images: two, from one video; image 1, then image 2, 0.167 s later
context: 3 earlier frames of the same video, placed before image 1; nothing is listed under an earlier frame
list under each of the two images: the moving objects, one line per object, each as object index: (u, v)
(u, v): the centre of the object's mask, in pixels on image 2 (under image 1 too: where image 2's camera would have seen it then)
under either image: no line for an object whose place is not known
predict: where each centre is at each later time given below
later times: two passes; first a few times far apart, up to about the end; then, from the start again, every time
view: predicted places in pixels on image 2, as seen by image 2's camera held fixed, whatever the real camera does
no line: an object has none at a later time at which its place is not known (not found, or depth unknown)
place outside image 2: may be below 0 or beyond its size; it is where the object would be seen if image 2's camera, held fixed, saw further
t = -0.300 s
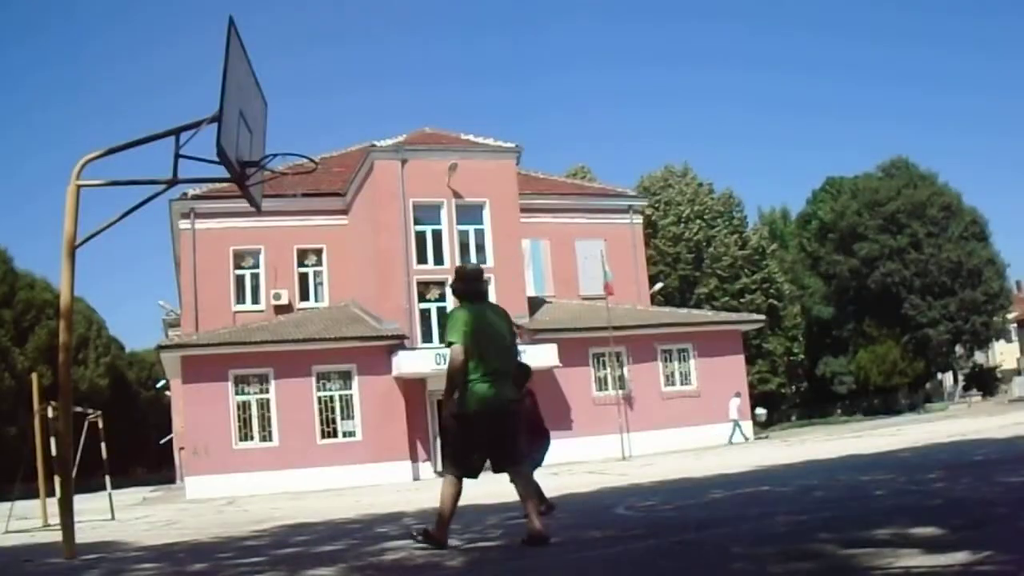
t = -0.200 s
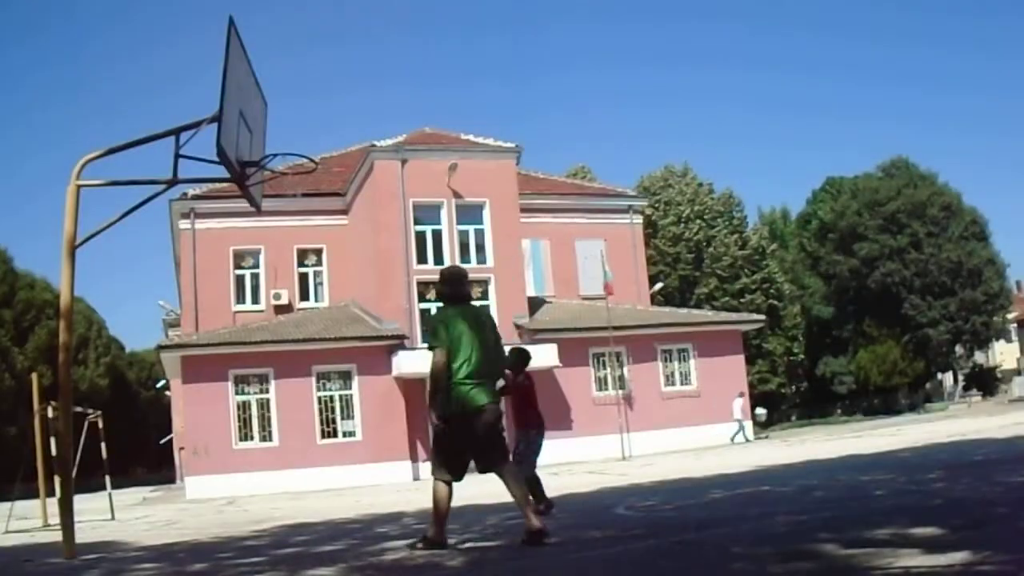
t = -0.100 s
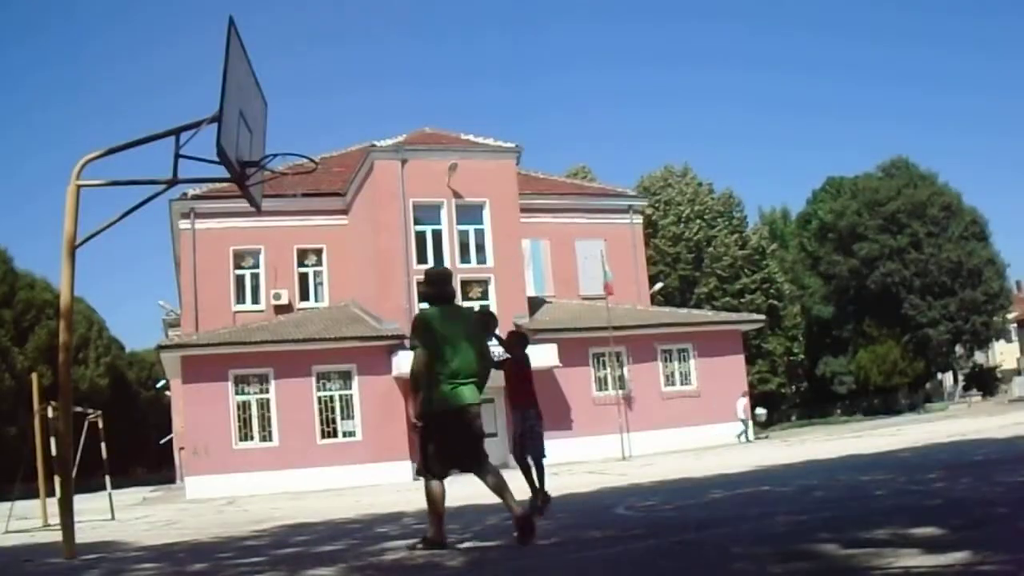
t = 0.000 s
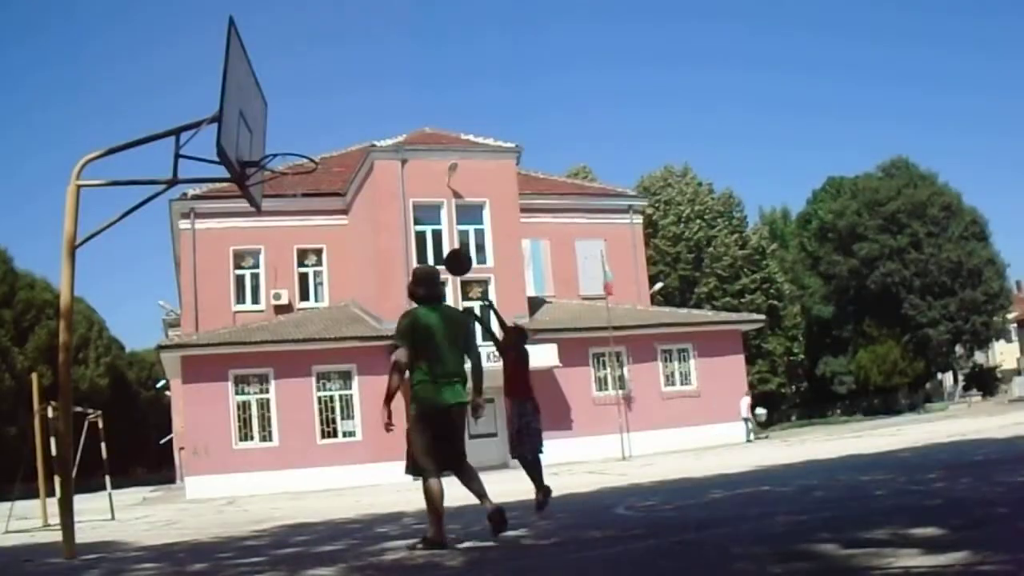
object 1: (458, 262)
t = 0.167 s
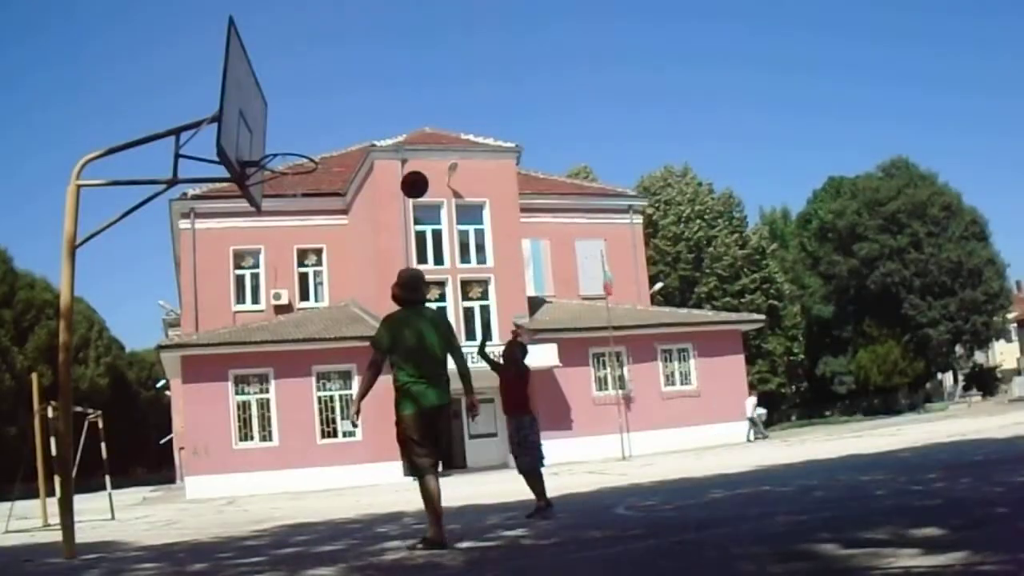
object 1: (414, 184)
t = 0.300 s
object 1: (381, 147)
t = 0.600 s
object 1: (310, 135)
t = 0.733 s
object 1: (278, 164)
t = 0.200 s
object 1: (406, 173)
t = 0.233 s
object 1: (398, 163)
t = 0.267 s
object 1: (390, 154)
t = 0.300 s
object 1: (381, 147)
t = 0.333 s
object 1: (373, 140)
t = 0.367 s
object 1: (366, 135)
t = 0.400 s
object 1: (357, 132)
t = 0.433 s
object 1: (350, 129)
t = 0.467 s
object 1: (342, 128)
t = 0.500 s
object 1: (334, 128)
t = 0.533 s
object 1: (326, 129)
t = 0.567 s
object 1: (318, 132)
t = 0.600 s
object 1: (310, 135)
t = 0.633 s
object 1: (302, 140)
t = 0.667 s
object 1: (294, 147)
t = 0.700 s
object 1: (286, 154)
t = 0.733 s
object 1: (278, 164)
